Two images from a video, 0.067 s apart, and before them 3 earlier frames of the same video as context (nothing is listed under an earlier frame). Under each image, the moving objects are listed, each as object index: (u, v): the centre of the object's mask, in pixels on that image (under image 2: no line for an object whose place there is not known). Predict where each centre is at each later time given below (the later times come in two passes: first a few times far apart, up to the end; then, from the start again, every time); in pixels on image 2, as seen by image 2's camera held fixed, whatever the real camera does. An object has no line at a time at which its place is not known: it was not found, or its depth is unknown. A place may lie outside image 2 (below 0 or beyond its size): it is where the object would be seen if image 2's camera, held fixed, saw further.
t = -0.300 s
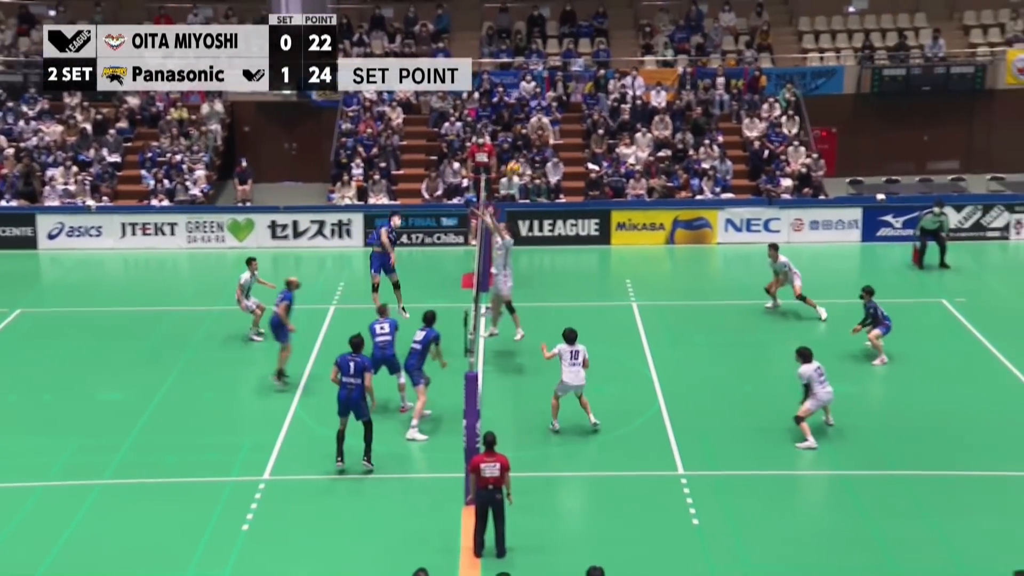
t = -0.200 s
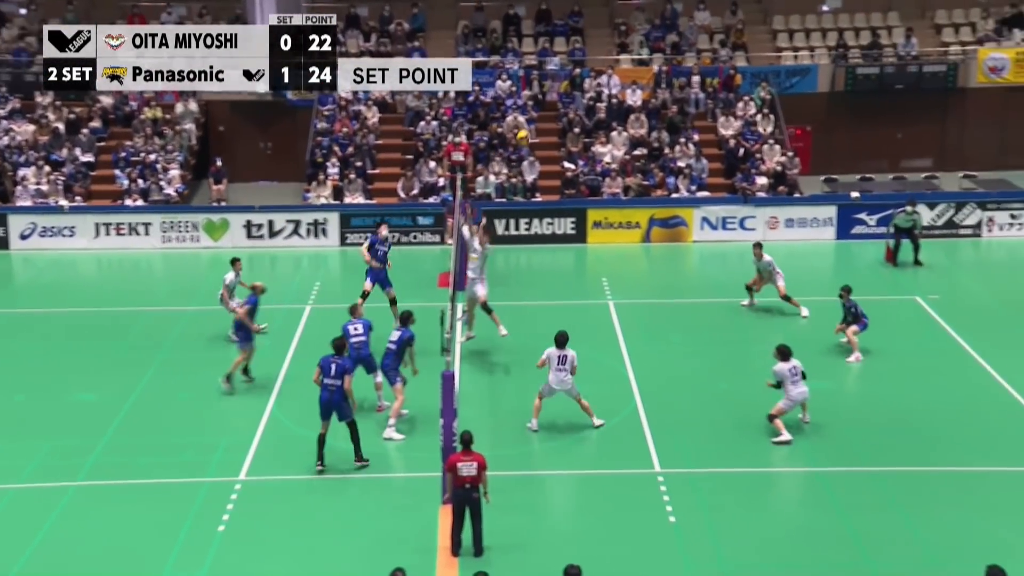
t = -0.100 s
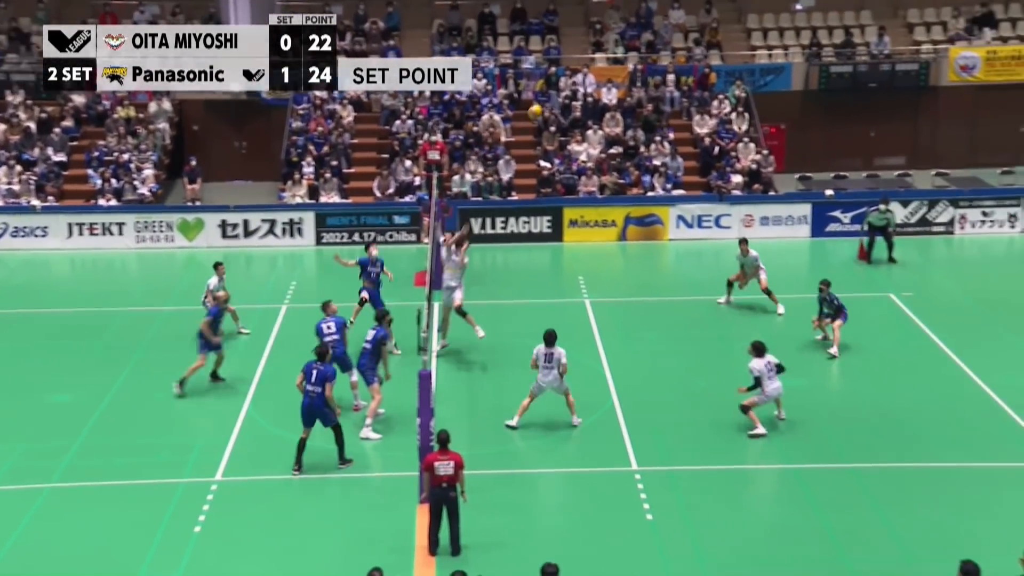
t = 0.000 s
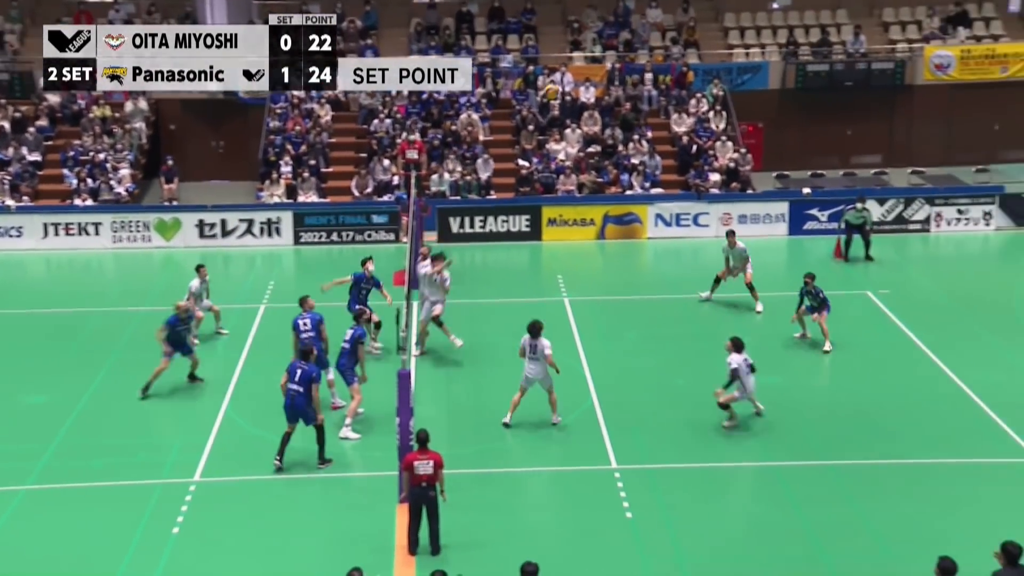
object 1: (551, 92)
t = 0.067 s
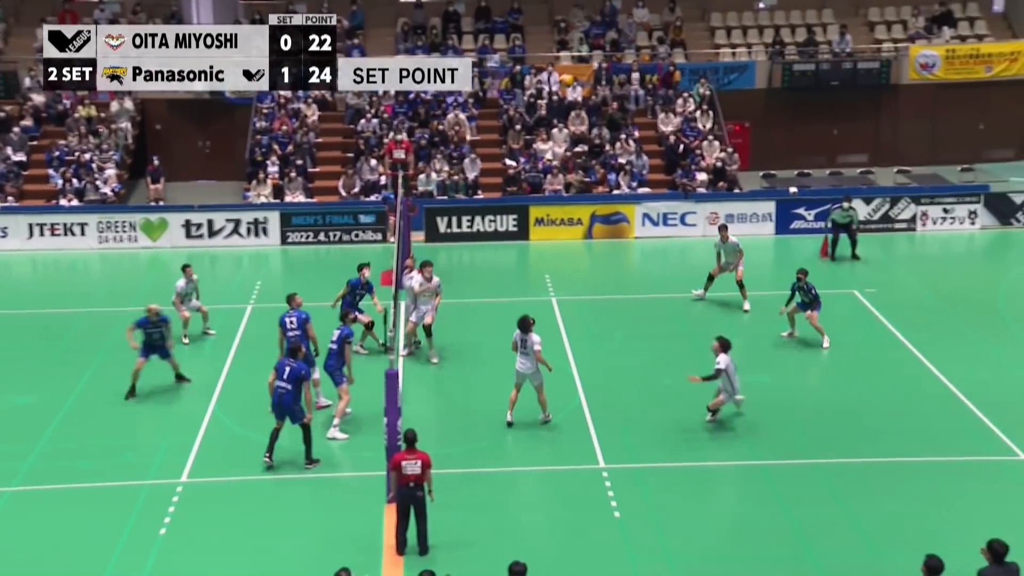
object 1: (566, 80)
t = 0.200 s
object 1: (622, 71)
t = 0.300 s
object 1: (667, 71)
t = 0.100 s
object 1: (580, 77)
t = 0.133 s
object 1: (593, 75)
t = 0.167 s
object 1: (607, 73)
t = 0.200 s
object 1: (622, 71)
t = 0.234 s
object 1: (636, 69)
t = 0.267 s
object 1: (651, 71)
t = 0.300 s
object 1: (667, 71)
